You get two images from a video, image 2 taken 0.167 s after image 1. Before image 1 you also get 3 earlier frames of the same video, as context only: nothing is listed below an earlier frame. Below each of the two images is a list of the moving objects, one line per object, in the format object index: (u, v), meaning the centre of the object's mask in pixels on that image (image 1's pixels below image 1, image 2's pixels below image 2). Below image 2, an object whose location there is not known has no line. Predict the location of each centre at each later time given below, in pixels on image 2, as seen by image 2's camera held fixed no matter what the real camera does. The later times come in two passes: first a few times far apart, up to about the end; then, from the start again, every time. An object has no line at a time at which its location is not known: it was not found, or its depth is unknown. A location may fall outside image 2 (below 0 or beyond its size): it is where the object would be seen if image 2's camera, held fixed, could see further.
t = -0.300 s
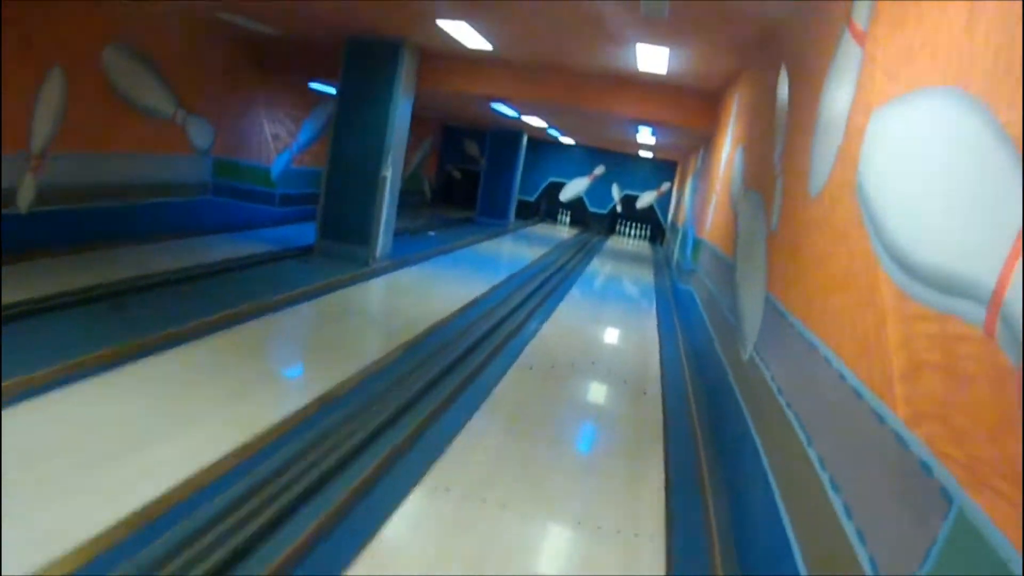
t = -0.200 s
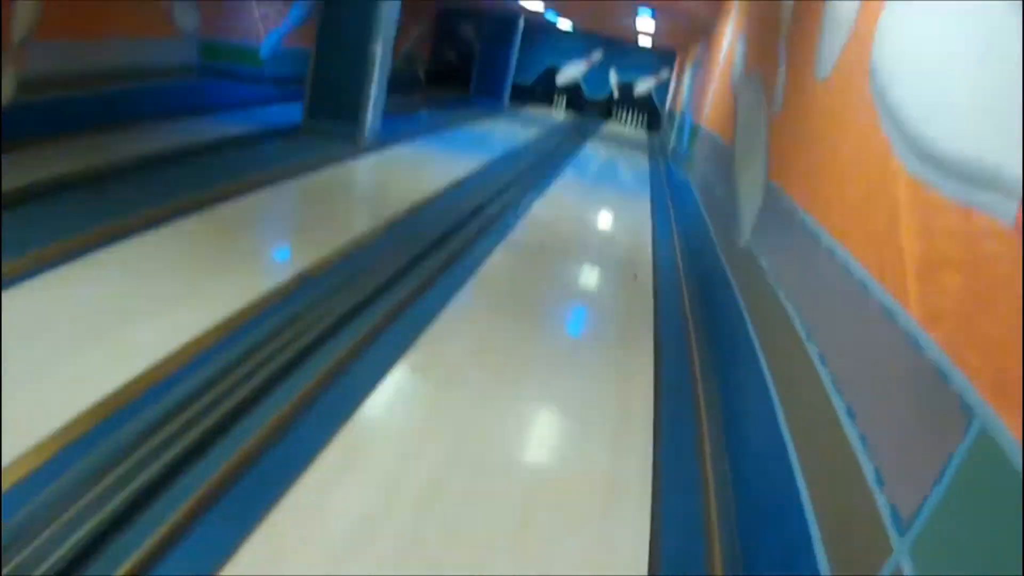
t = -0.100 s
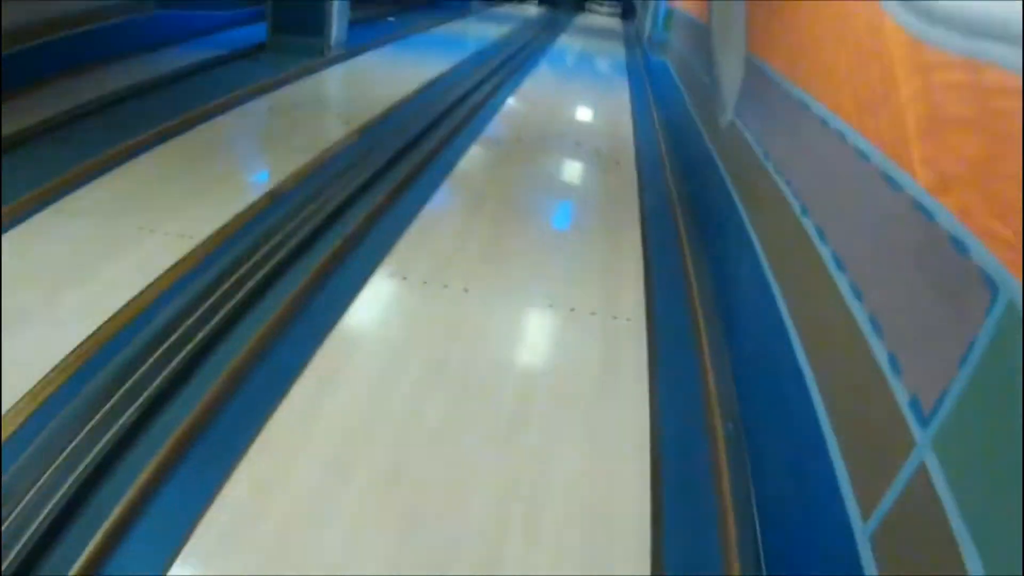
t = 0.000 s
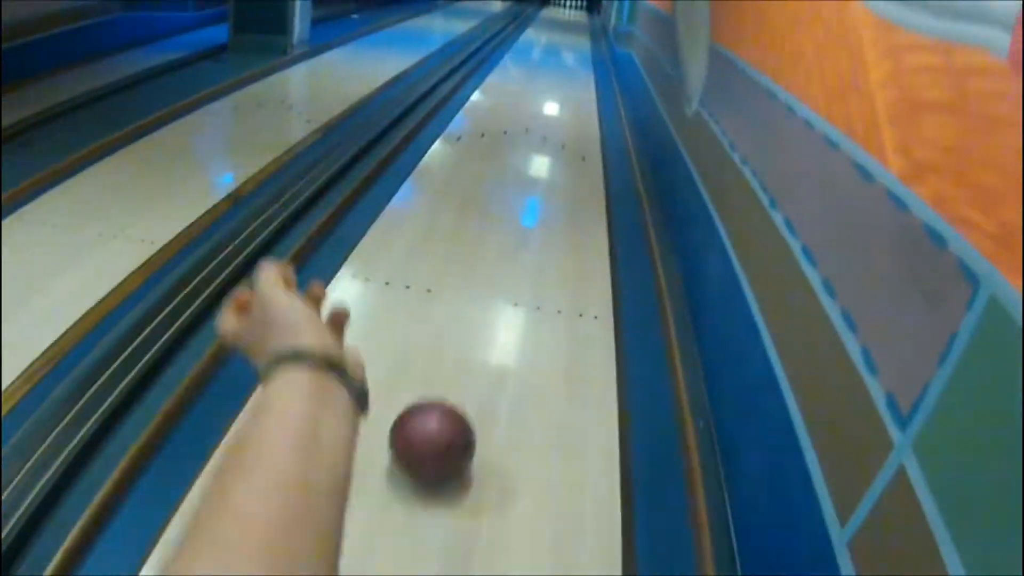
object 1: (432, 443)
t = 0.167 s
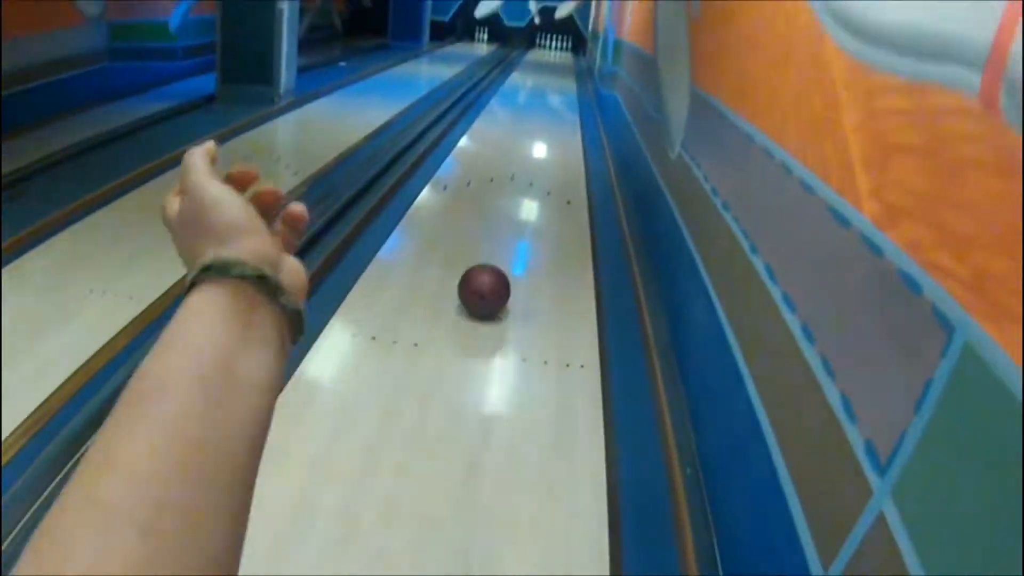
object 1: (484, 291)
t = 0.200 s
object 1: (491, 270)
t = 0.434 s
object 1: (523, 178)
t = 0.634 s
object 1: (537, 140)
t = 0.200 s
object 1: (491, 270)
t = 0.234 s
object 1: (497, 250)
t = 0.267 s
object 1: (503, 234)
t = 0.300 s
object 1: (507, 220)
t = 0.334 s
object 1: (512, 207)
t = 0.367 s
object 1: (516, 196)
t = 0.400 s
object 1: (519, 186)
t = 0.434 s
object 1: (523, 178)
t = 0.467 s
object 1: (526, 170)
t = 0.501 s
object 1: (528, 163)
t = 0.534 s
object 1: (531, 156)
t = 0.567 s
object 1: (533, 150)
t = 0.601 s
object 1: (535, 145)
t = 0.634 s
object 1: (537, 140)
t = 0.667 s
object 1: (540, 136)
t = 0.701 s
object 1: (541, 133)
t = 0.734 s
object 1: (543, 130)
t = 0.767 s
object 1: (544, 128)
